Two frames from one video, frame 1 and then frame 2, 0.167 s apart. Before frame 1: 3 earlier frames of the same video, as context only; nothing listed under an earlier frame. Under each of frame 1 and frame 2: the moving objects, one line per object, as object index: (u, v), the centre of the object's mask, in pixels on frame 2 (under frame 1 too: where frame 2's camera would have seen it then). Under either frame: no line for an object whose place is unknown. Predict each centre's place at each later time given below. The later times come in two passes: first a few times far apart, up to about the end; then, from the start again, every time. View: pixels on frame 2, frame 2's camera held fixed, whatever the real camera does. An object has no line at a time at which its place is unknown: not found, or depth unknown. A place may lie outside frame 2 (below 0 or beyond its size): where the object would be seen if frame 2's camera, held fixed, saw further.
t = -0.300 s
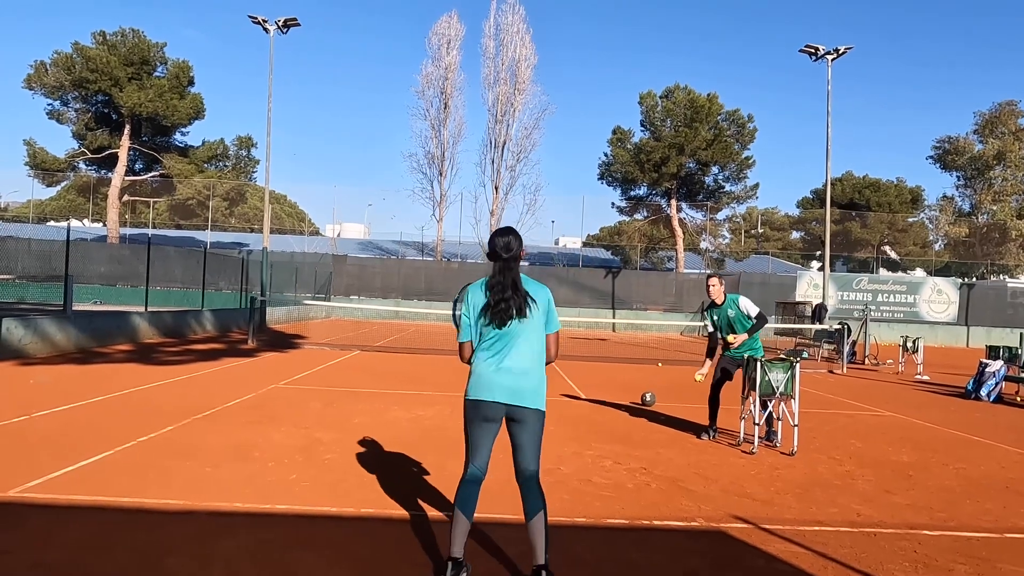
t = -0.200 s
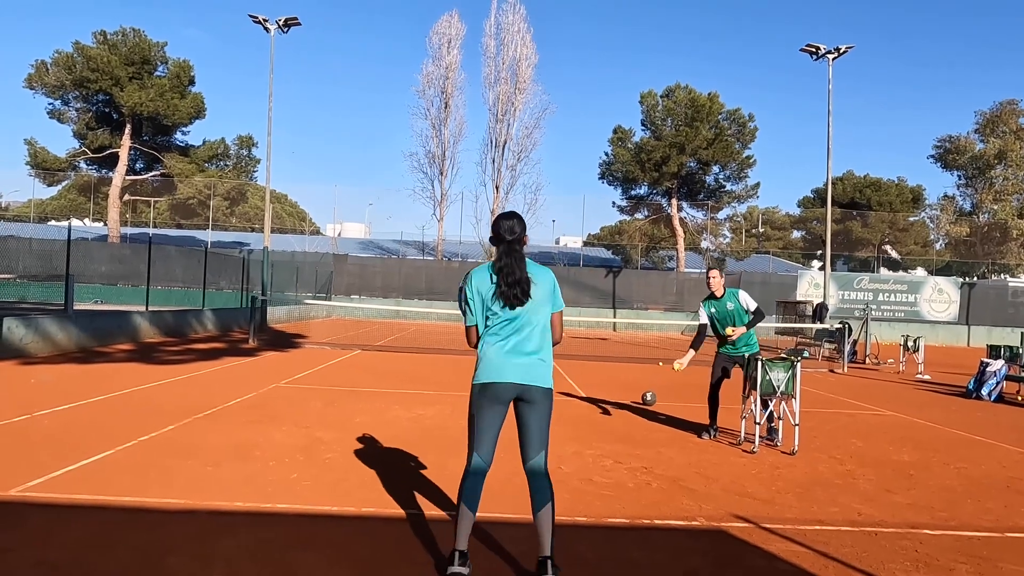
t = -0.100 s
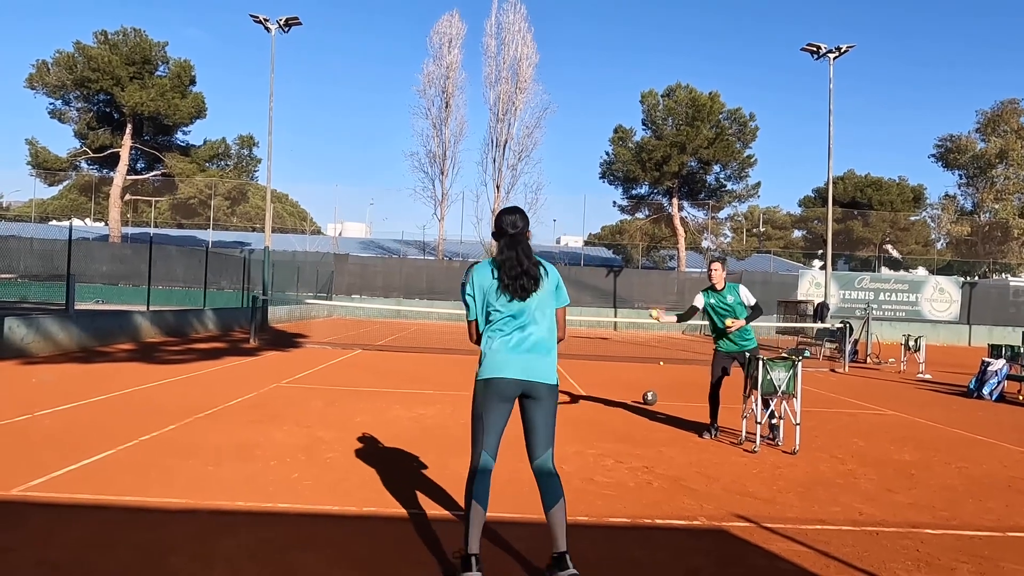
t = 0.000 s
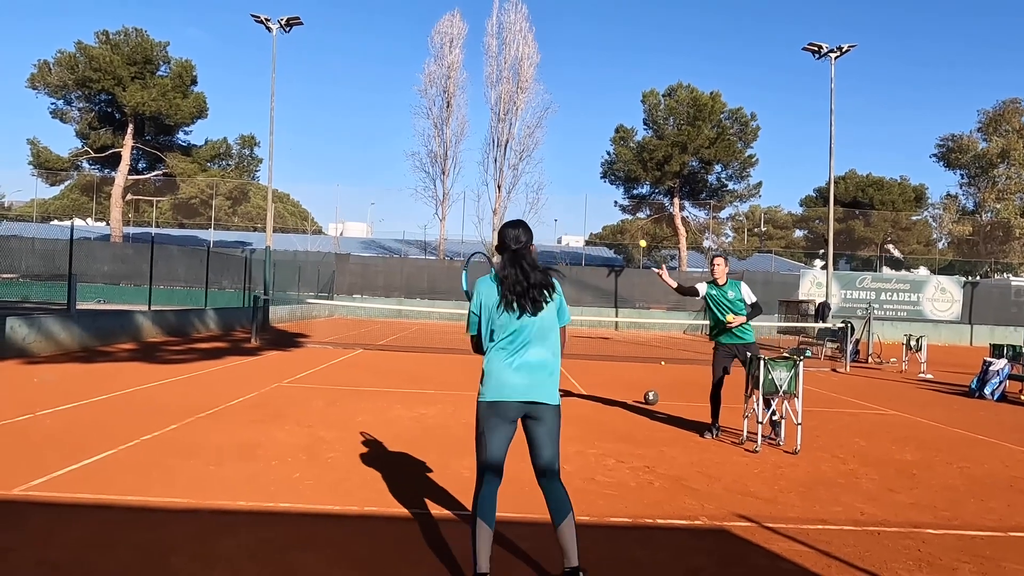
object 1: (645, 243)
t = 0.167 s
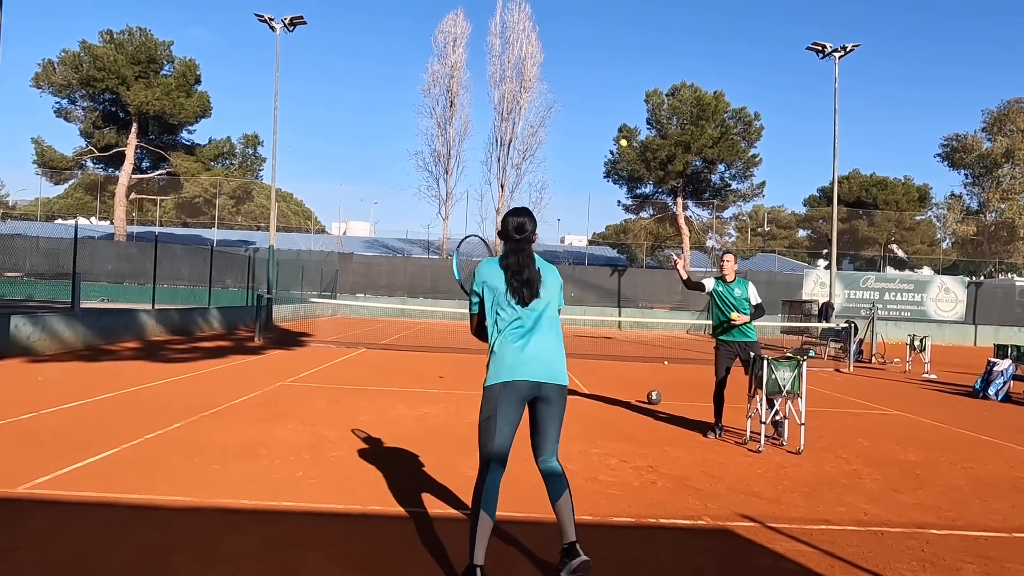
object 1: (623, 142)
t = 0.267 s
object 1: (608, 94)
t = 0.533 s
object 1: (561, 10)
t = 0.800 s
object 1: (502, 11)
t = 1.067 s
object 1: (425, 127)
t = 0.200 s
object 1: (618, 126)
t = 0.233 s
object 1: (613, 109)
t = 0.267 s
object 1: (608, 94)
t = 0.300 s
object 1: (602, 80)
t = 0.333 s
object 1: (597, 66)
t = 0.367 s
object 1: (592, 54)
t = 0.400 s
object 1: (586, 43)
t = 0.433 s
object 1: (580, 33)
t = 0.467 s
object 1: (574, 24)
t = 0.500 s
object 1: (568, 16)
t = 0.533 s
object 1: (561, 10)
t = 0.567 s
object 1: (554, 5)
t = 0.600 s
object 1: (548, 2)
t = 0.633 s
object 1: (541, 1)
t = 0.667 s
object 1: (533, 1)
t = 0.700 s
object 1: (526, 1)
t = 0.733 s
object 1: (518, 2)
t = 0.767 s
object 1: (509, 5)
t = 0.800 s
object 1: (502, 11)
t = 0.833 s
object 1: (493, 19)
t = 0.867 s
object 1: (484, 28)
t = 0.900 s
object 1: (475, 39)
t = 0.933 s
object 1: (465, 52)
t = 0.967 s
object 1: (457, 68)
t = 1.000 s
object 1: (446, 85)
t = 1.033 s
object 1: (436, 105)
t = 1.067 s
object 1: (425, 127)
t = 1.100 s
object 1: (414, 151)
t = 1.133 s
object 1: (403, 178)
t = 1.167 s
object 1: (392, 207)
